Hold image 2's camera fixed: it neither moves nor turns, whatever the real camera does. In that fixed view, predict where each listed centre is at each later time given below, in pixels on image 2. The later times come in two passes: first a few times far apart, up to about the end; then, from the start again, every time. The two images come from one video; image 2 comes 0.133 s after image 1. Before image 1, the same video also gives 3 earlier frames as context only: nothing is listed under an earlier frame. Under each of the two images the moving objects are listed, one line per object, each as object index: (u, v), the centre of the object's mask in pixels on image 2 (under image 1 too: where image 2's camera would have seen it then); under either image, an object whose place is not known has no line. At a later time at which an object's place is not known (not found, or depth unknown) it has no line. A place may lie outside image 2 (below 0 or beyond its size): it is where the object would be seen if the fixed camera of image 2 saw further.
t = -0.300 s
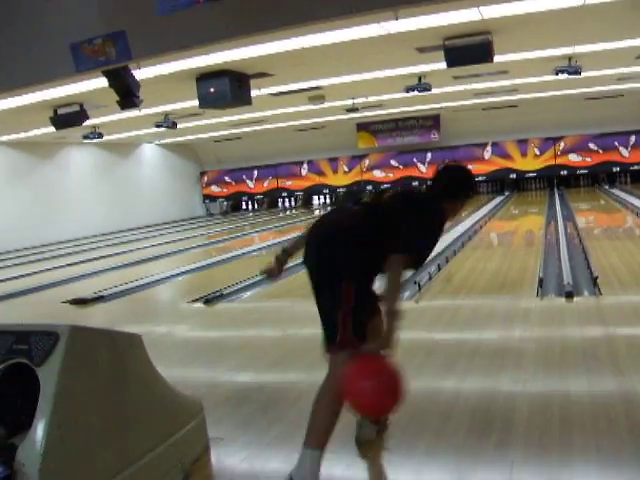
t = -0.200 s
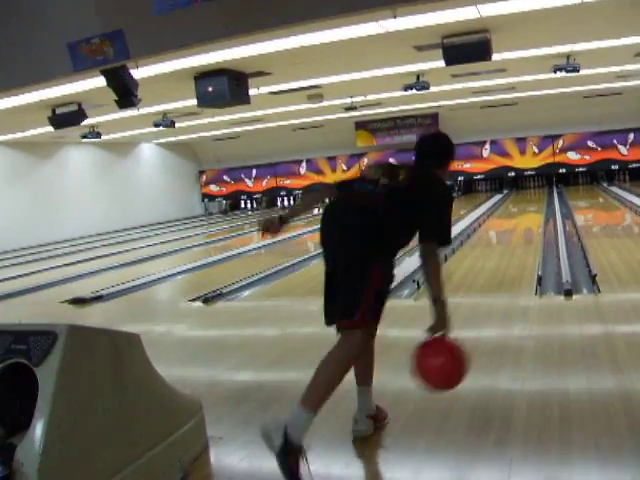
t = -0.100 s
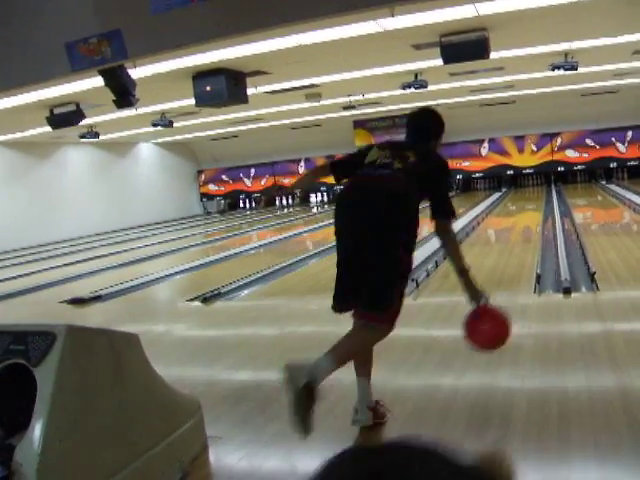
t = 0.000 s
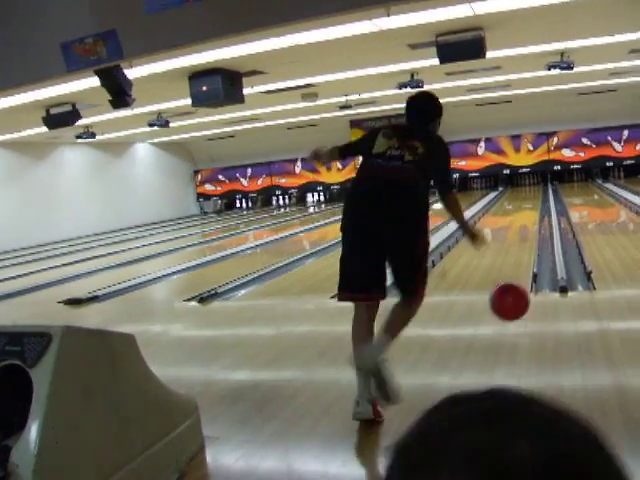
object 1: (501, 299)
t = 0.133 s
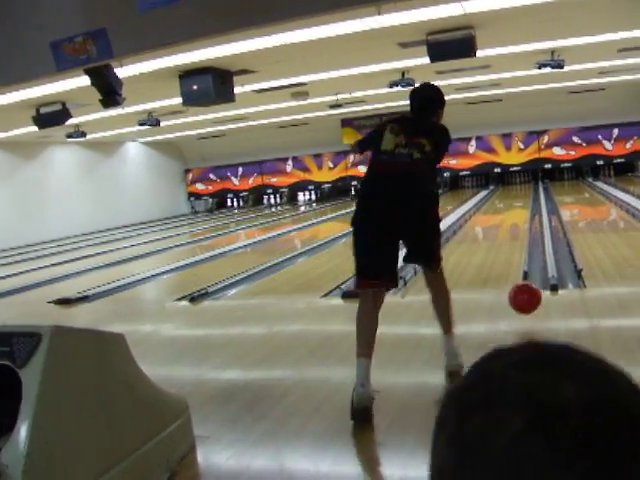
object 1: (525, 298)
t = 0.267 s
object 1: (539, 284)
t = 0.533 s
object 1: (510, 211)
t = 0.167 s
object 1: (529, 301)
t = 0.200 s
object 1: (533, 295)
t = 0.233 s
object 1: (537, 288)
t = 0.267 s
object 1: (539, 284)
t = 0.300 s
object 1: (543, 281)
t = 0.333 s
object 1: (540, 270)
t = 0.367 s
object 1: (534, 256)
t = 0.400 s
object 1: (529, 244)
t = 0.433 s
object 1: (524, 233)
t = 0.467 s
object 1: (519, 224)
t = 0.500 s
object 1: (514, 217)
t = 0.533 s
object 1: (510, 211)
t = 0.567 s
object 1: (506, 205)
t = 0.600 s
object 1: (502, 202)
